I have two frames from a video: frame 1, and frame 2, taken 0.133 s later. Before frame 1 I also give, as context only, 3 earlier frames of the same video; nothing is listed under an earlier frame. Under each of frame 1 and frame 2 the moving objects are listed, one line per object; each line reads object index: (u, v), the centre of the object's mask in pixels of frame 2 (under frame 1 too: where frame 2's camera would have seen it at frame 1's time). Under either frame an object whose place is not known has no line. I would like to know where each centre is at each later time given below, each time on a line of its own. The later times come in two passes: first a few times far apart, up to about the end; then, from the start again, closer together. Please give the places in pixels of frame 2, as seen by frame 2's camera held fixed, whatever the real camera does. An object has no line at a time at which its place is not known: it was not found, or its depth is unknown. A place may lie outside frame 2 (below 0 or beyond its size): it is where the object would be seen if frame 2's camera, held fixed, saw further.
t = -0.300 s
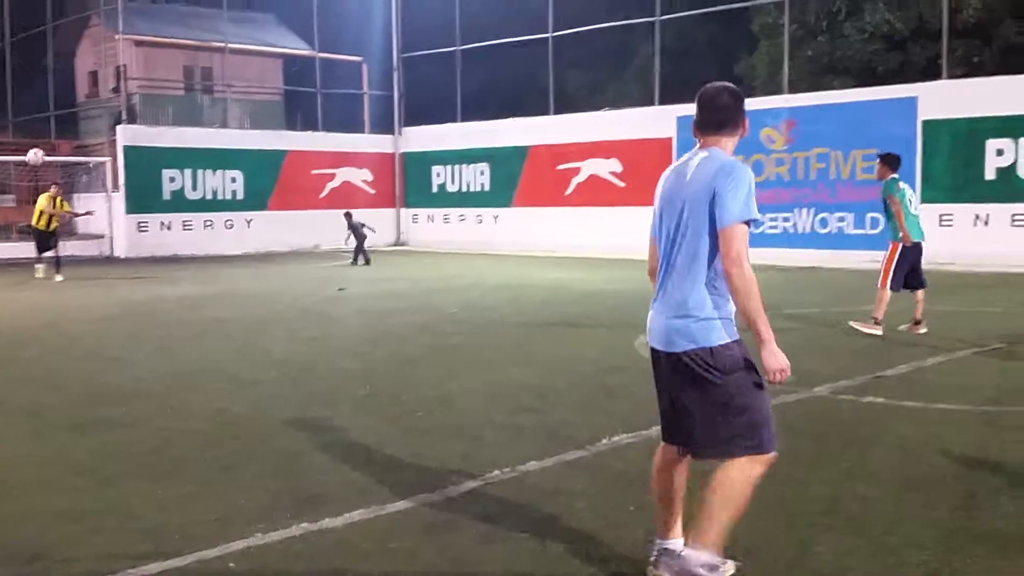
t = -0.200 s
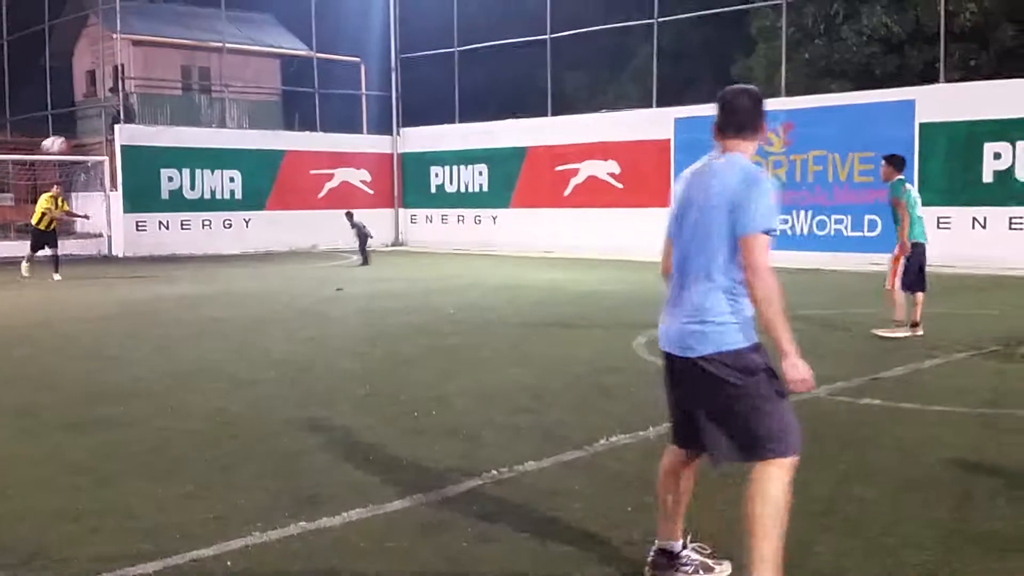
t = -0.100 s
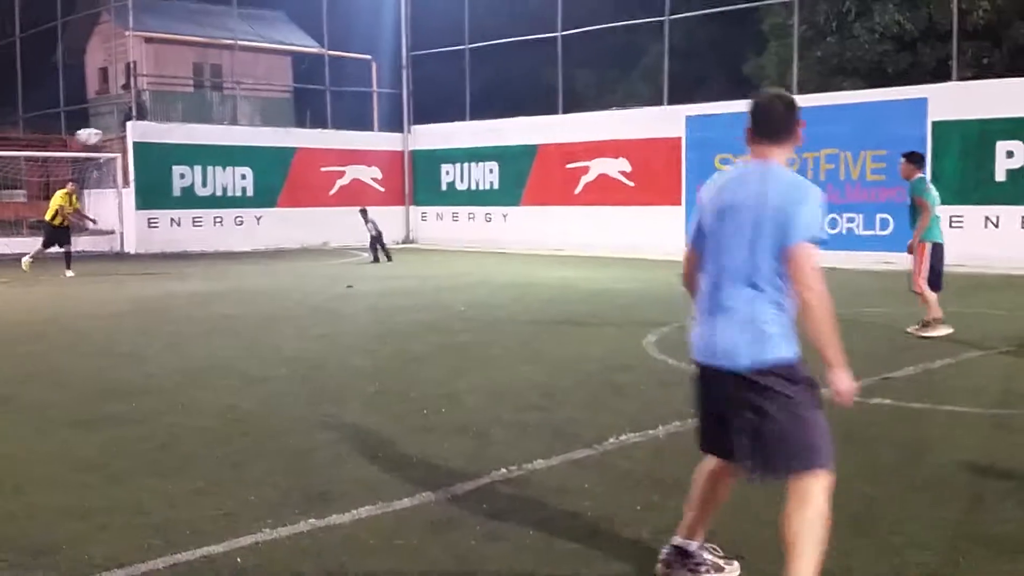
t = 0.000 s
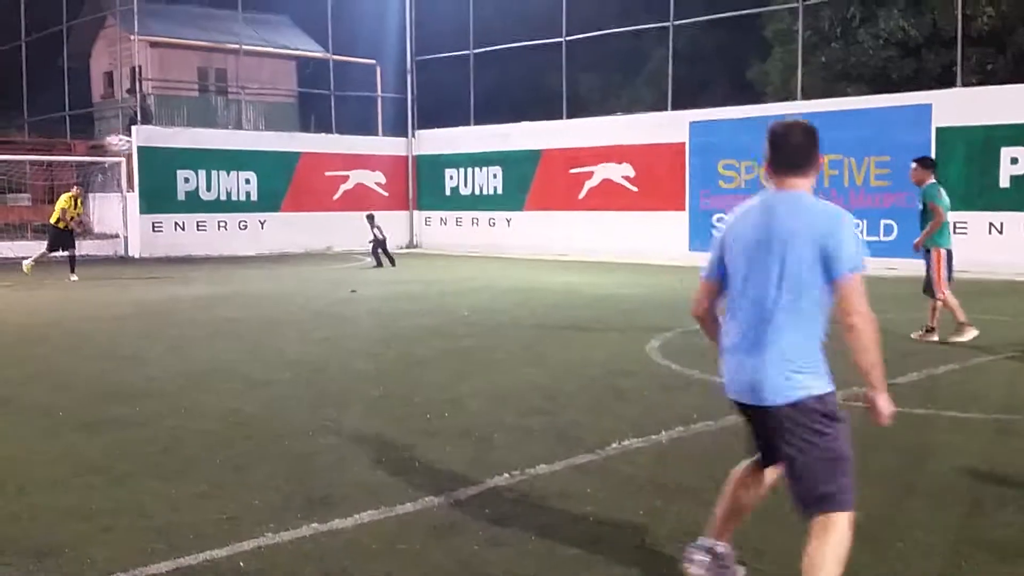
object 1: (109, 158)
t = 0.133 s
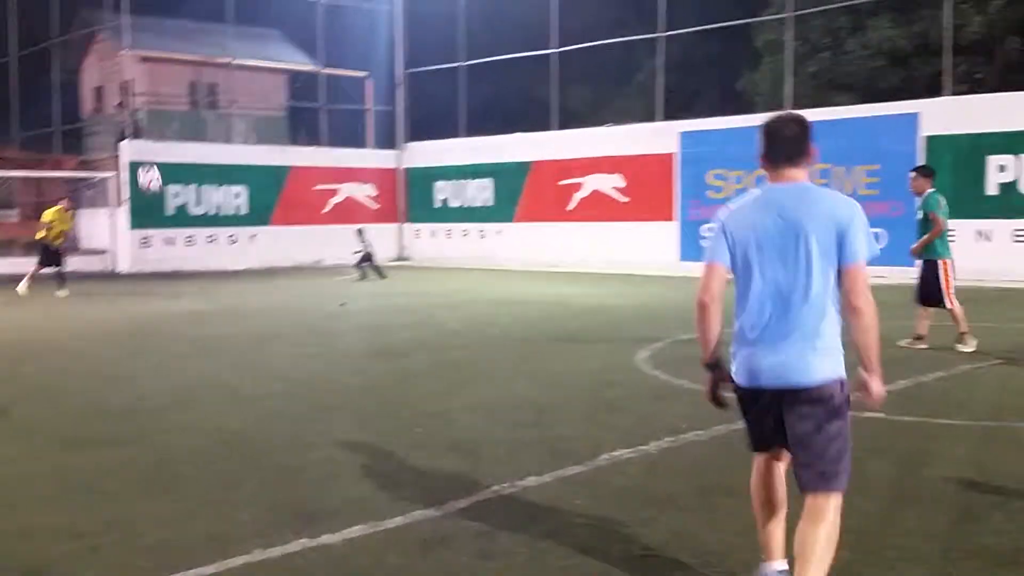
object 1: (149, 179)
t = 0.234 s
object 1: (184, 211)
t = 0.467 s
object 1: (293, 371)
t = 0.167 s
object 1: (160, 187)
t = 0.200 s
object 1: (171, 198)
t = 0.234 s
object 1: (184, 211)
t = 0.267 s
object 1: (197, 222)
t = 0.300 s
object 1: (211, 238)
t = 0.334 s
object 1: (226, 258)
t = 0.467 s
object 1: (293, 371)
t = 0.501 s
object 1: (312, 397)
